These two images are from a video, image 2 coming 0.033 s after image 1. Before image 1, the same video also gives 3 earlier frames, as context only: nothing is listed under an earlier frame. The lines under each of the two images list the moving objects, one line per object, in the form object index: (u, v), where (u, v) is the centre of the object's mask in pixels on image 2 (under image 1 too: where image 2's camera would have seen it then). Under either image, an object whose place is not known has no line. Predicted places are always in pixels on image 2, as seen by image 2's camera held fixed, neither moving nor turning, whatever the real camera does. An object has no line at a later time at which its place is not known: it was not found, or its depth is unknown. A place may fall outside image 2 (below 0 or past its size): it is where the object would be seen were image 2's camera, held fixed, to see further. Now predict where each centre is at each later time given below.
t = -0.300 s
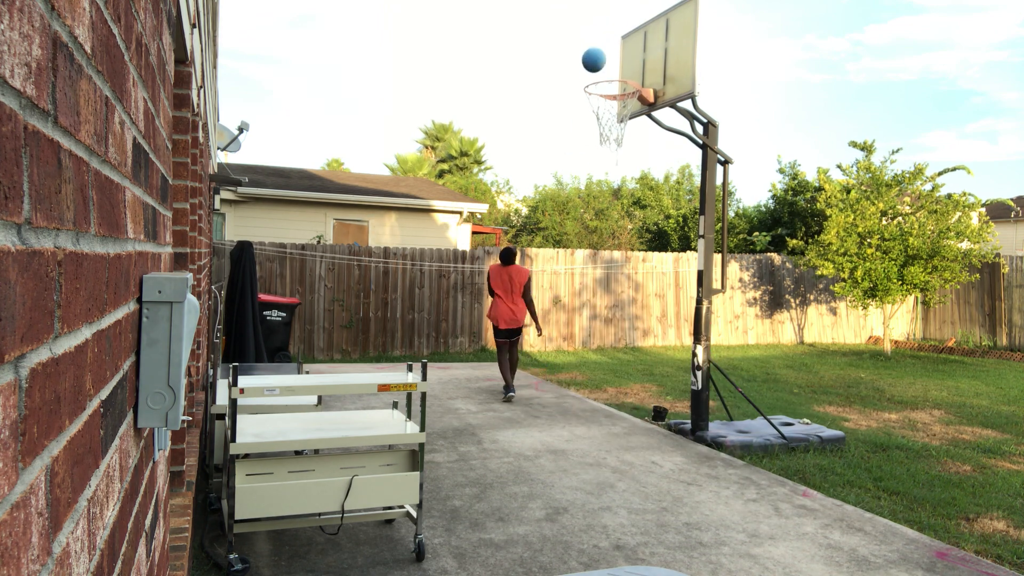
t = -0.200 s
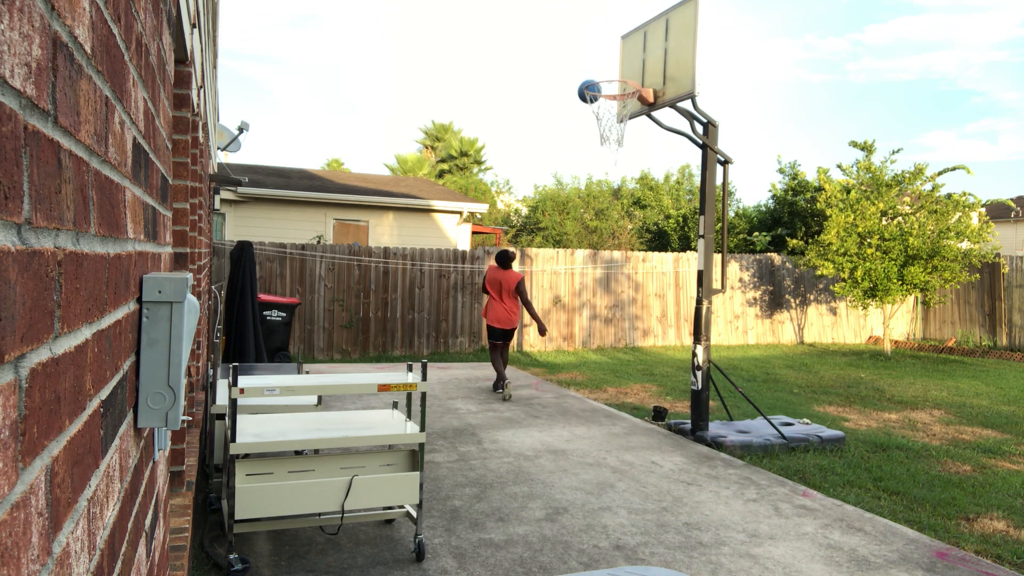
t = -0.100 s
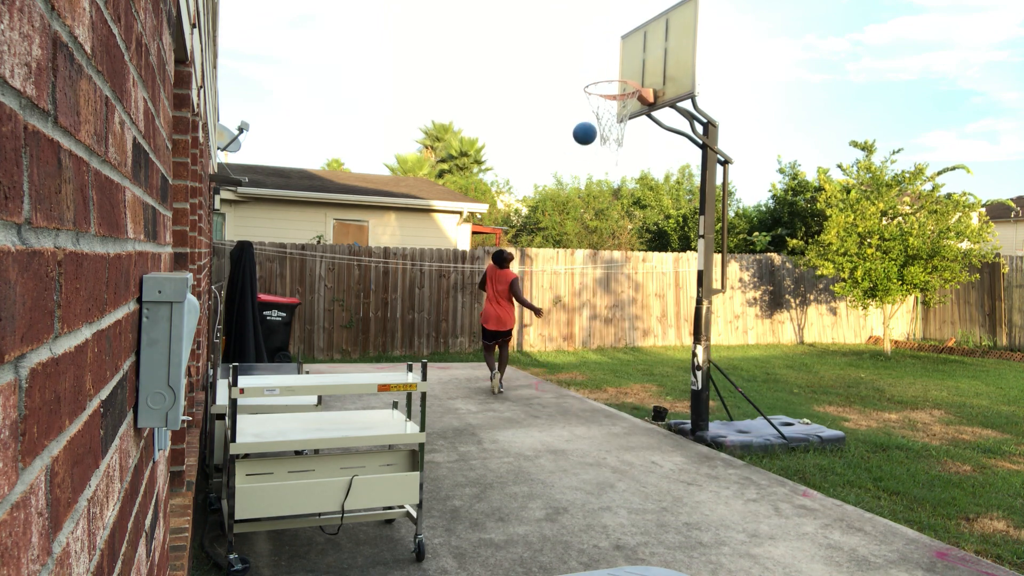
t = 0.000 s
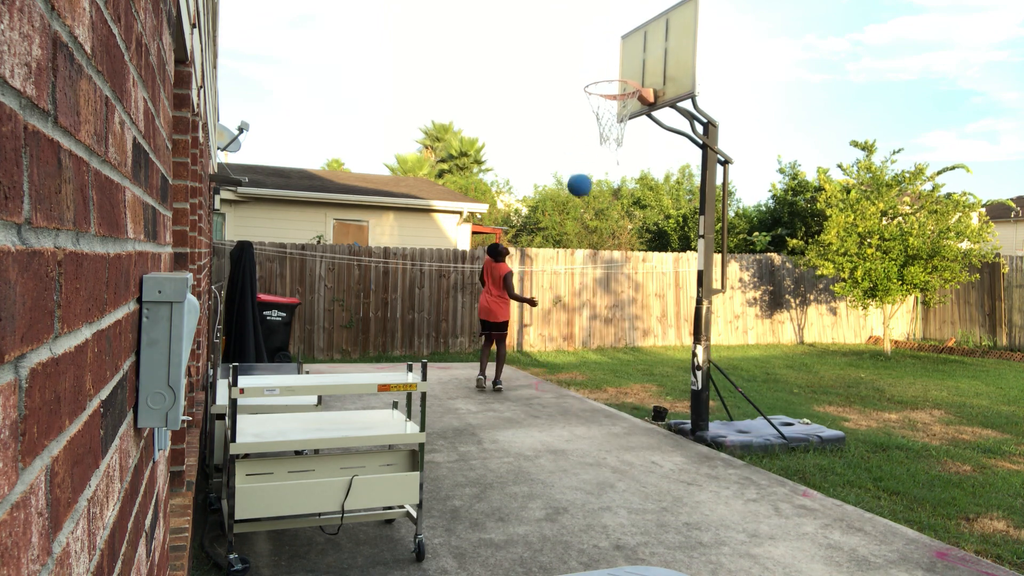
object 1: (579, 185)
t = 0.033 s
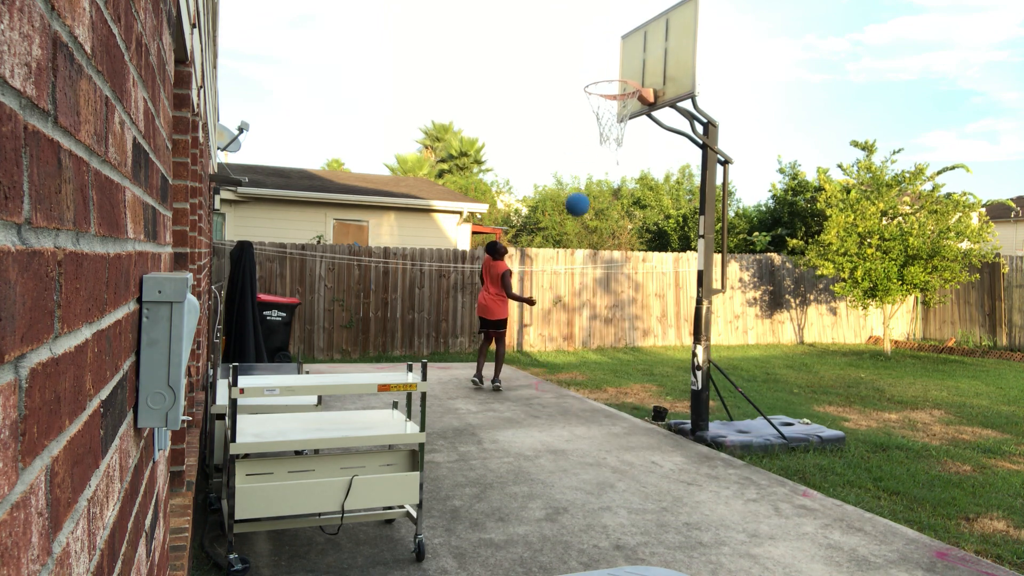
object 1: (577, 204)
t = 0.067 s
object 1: (575, 225)
